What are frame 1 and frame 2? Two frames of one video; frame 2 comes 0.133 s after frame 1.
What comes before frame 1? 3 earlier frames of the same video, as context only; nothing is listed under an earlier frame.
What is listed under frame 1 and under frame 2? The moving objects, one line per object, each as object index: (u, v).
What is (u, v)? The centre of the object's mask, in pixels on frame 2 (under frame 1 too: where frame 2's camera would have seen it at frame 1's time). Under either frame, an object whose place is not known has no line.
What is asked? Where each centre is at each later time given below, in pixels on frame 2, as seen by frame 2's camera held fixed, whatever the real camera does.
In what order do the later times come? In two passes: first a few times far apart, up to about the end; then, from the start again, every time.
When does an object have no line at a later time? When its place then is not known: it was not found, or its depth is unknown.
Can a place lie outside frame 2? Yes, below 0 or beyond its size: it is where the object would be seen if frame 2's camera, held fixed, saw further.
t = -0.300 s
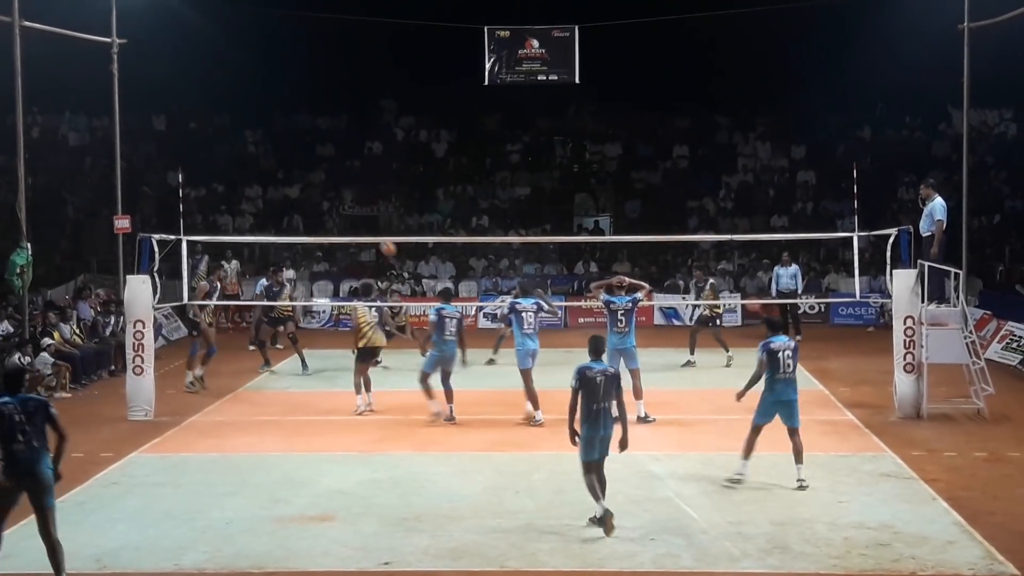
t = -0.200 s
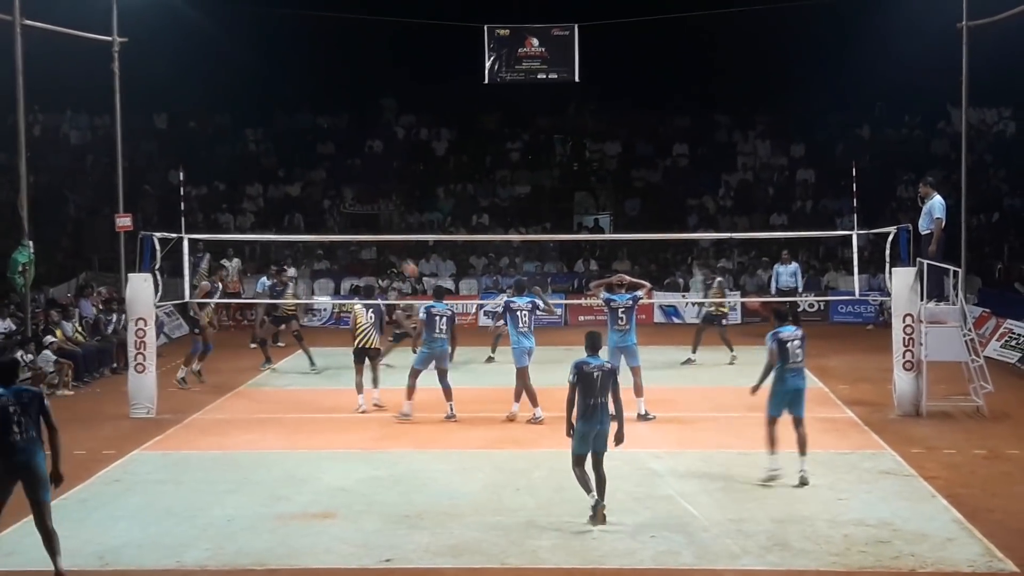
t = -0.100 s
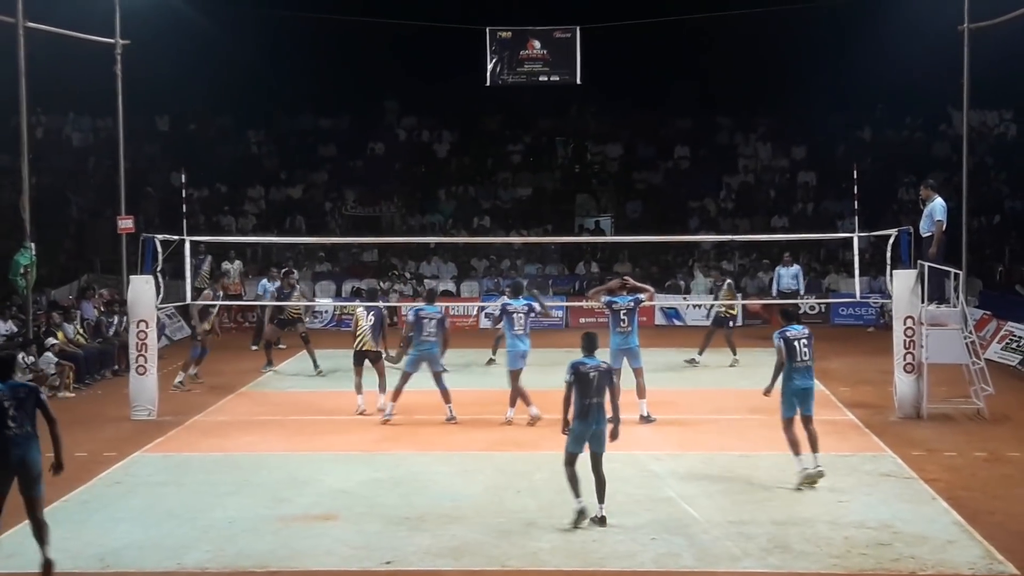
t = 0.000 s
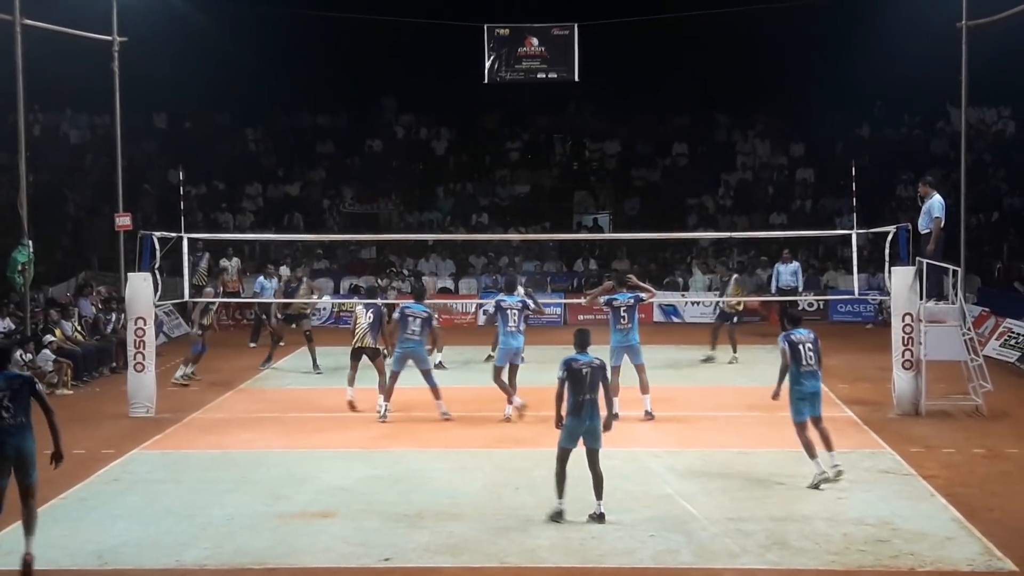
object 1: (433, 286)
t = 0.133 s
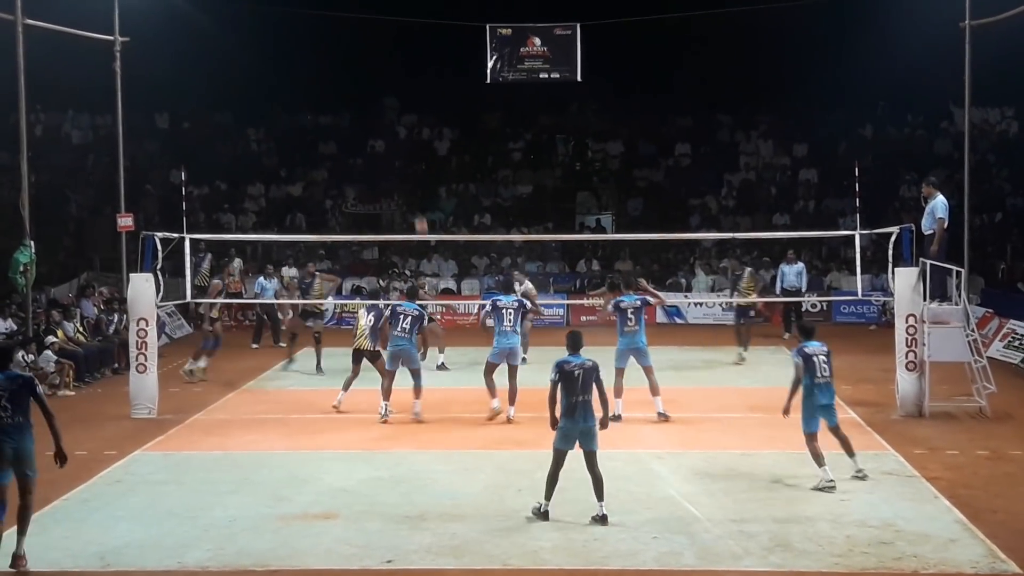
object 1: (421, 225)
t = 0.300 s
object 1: (404, 166)
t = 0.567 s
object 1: (376, 104)
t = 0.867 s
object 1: (345, 84)
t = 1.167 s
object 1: (312, 121)
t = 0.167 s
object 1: (418, 213)
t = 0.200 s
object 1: (414, 201)
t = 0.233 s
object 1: (411, 189)
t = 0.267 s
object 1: (408, 177)
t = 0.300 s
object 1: (404, 166)
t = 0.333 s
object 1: (401, 157)
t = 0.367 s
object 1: (398, 147)
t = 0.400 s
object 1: (394, 138)
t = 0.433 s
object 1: (390, 130)
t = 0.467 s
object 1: (387, 122)
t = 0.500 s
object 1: (384, 116)
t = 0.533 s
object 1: (381, 110)
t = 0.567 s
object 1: (376, 104)
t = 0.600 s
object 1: (373, 99)
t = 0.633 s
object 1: (369, 95)
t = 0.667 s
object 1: (366, 90)
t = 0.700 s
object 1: (362, 89)
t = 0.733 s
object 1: (359, 86)
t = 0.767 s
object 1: (355, 84)
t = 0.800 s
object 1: (352, 84)
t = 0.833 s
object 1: (348, 84)
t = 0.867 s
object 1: (345, 84)
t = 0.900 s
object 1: (341, 86)
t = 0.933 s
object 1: (338, 87)
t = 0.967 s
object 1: (334, 90)
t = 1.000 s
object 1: (330, 93)
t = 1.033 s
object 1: (327, 98)
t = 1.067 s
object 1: (323, 102)
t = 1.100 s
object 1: (320, 108)
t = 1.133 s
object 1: (316, 114)
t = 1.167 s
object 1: (312, 121)
